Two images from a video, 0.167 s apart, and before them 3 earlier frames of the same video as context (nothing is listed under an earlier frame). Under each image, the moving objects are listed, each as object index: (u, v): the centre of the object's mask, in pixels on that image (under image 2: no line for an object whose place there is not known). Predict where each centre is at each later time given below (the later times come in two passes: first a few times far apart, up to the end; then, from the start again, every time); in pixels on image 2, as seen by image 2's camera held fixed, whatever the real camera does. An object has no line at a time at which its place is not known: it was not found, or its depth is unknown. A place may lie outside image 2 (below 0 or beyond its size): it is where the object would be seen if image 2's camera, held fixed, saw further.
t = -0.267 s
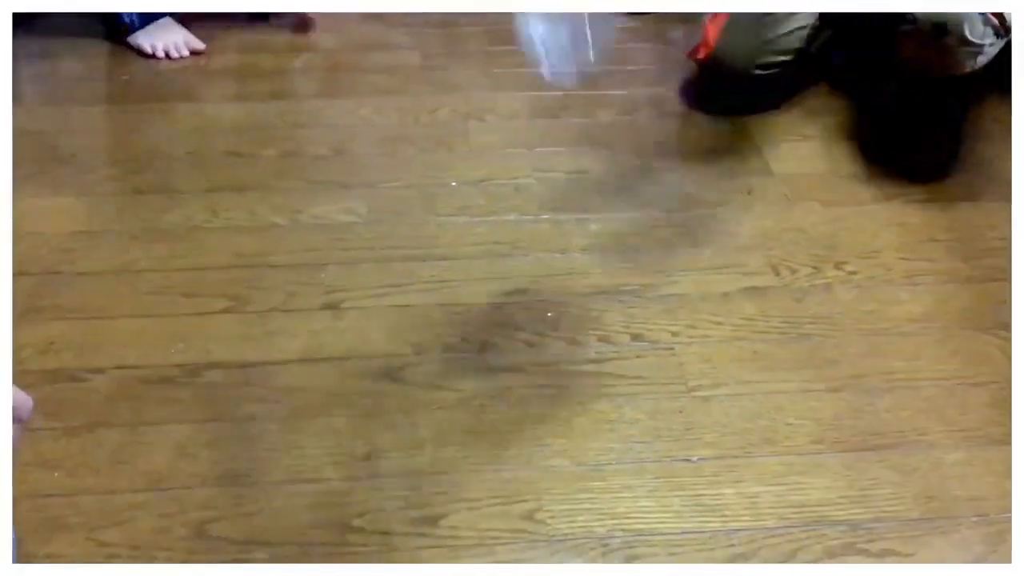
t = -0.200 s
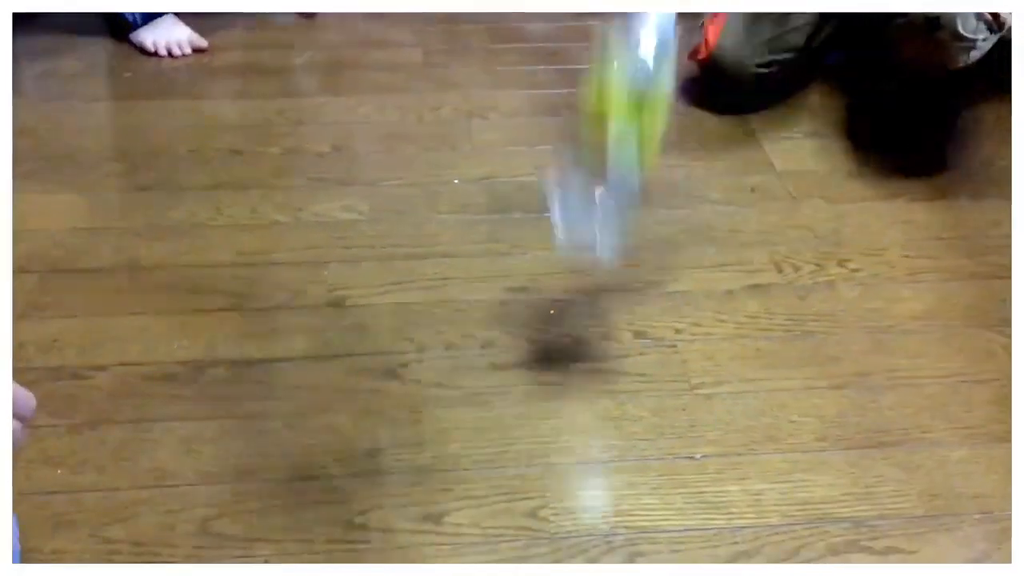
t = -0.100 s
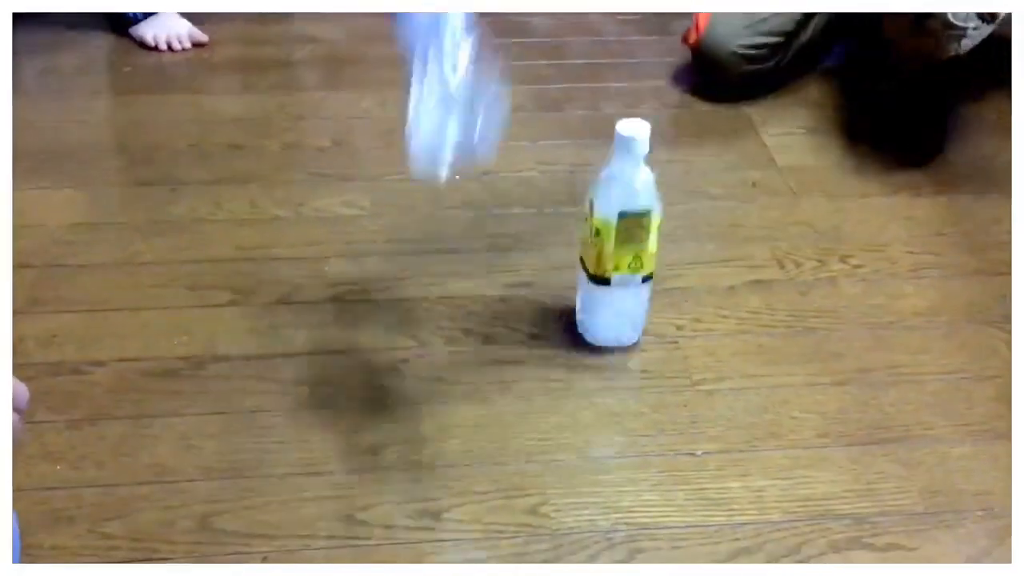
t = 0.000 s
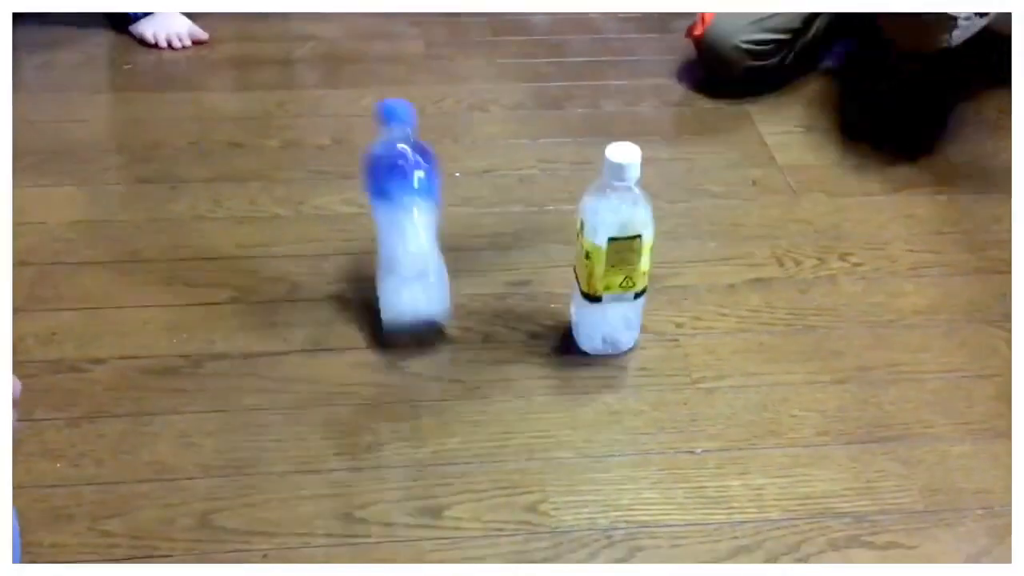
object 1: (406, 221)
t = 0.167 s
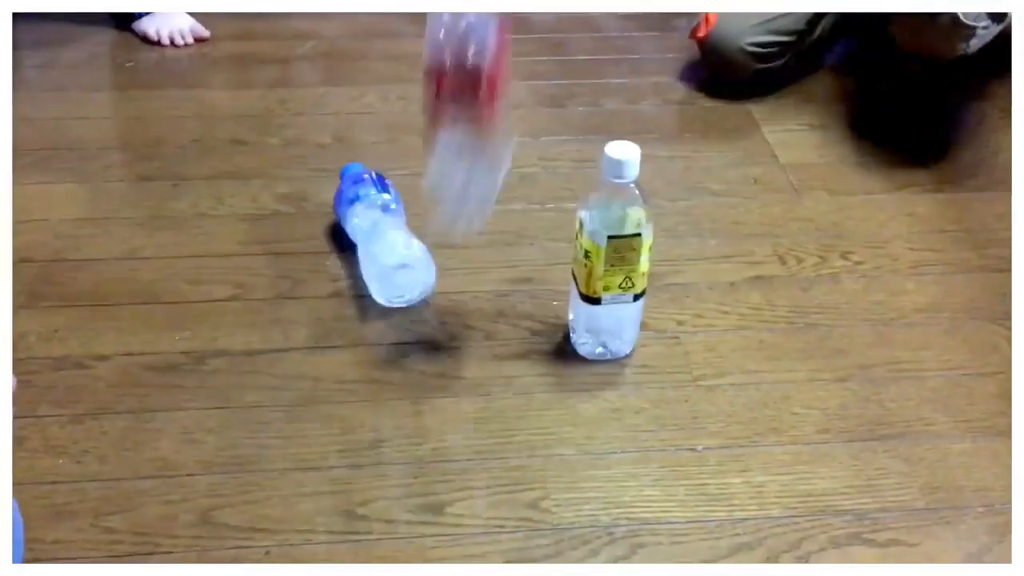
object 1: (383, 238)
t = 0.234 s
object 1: (368, 218)
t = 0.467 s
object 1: (363, 231)
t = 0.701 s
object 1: (355, 233)
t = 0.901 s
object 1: (353, 233)
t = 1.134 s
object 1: (357, 233)
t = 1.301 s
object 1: (363, 232)
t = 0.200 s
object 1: (370, 225)
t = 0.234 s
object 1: (368, 218)
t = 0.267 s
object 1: (369, 221)
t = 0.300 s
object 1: (370, 229)
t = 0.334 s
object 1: (367, 229)
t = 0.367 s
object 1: (367, 230)
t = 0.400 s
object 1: (366, 230)
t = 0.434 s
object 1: (365, 231)
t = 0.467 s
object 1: (363, 231)
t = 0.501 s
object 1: (361, 232)
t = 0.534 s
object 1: (358, 232)
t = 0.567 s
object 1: (357, 232)
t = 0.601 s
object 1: (357, 233)
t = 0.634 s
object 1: (357, 232)
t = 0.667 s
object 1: (357, 233)
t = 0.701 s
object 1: (355, 233)
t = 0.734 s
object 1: (353, 234)
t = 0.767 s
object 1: (351, 234)
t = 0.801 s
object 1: (351, 234)
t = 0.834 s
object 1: (353, 234)
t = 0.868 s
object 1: (353, 234)
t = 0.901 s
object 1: (353, 233)
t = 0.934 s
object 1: (352, 234)
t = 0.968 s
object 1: (352, 234)
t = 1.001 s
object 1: (352, 234)
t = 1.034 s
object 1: (354, 234)
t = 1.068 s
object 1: (355, 233)
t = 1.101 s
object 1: (356, 233)
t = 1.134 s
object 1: (357, 233)
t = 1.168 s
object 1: (357, 233)
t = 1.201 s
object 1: (358, 233)
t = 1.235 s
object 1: (359, 233)
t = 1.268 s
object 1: (361, 233)
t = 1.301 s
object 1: (363, 232)
